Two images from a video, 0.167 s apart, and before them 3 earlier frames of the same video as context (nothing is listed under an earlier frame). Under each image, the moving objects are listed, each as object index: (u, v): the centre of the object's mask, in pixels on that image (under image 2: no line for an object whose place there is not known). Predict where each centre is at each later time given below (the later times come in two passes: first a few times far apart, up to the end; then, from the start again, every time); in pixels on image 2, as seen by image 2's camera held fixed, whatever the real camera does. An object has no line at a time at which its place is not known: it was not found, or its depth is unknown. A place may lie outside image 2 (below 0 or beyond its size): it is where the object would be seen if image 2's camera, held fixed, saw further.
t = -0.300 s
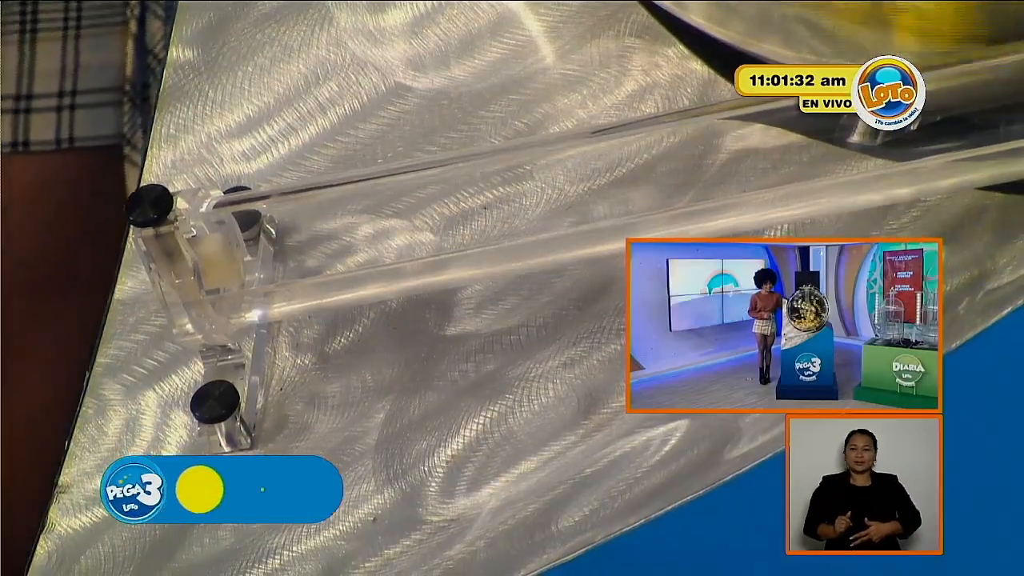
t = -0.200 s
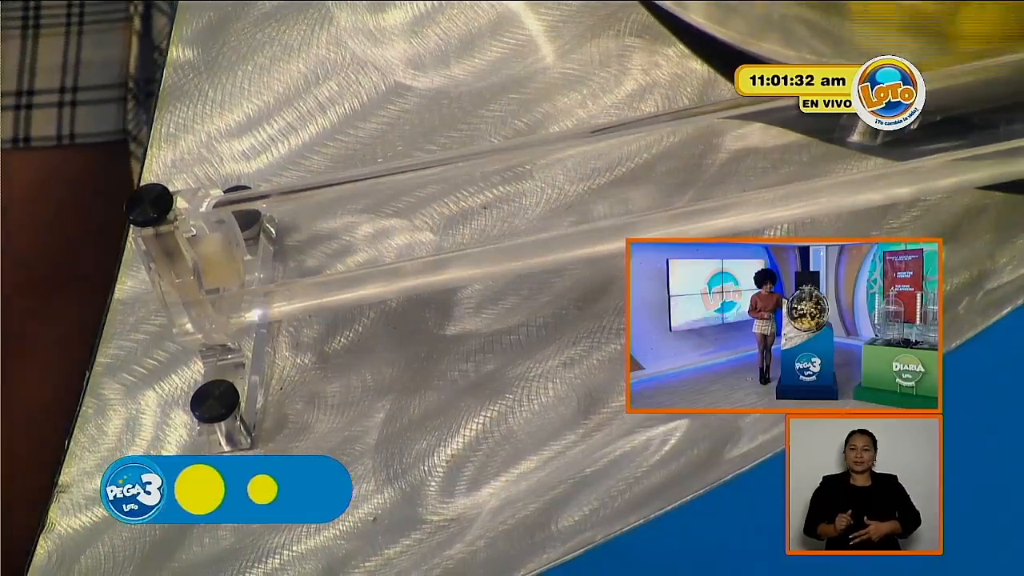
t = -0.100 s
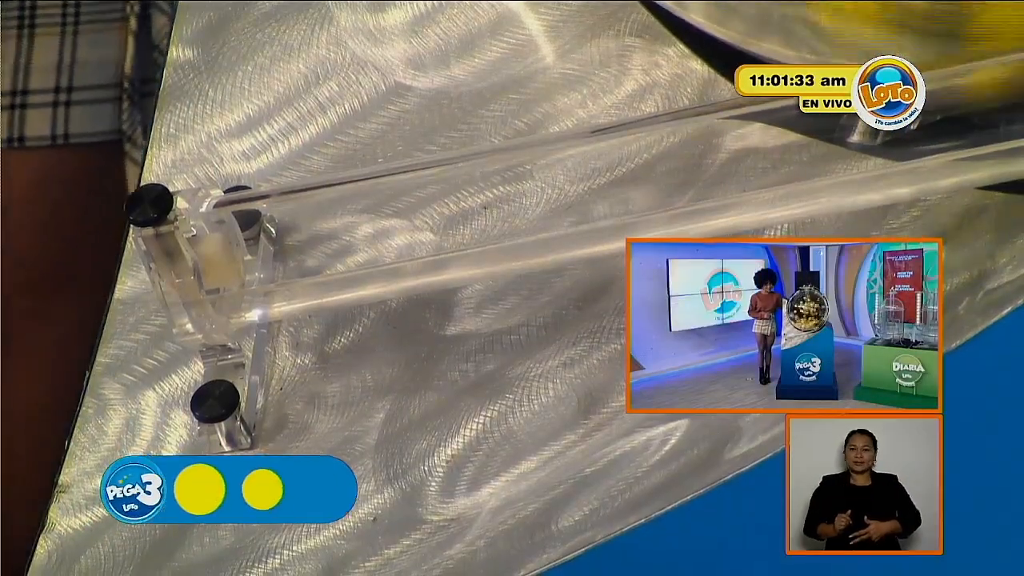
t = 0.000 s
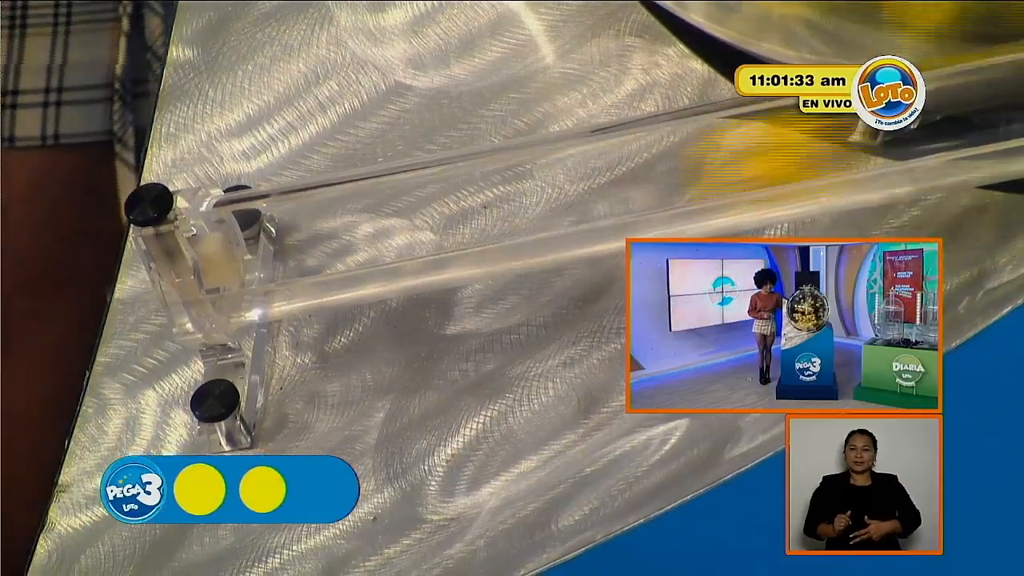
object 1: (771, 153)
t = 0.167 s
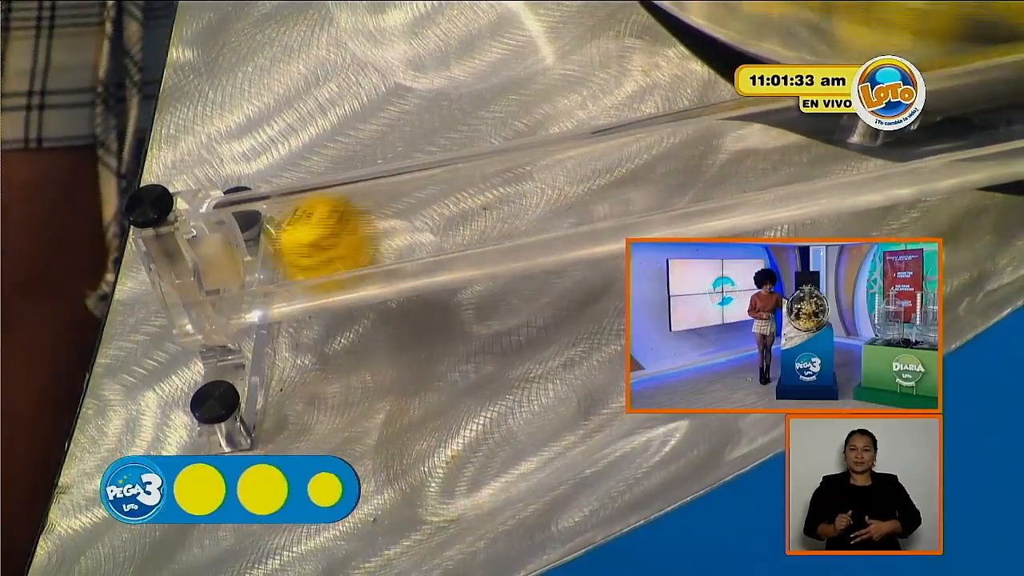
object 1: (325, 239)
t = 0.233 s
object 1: (347, 237)
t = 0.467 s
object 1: (289, 247)
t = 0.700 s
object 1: (288, 248)
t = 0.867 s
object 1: (288, 248)
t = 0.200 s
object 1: (344, 236)
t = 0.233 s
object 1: (347, 237)
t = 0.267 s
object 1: (343, 236)
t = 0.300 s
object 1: (334, 242)
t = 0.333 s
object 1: (320, 242)
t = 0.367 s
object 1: (300, 245)
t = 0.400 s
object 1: (290, 246)
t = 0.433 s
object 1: (289, 250)
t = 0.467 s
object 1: (289, 247)
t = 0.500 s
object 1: (287, 248)
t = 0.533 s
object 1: (288, 252)
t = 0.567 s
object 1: (288, 248)
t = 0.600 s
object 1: (288, 252)
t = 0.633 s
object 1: (288, 253)
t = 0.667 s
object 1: (288, 252)
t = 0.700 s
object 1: (288, 248)
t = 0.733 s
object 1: (288, 252)
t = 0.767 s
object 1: (288, 253)
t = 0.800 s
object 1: (288, 253)
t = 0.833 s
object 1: (288, 253)
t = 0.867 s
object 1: (288, 248)
